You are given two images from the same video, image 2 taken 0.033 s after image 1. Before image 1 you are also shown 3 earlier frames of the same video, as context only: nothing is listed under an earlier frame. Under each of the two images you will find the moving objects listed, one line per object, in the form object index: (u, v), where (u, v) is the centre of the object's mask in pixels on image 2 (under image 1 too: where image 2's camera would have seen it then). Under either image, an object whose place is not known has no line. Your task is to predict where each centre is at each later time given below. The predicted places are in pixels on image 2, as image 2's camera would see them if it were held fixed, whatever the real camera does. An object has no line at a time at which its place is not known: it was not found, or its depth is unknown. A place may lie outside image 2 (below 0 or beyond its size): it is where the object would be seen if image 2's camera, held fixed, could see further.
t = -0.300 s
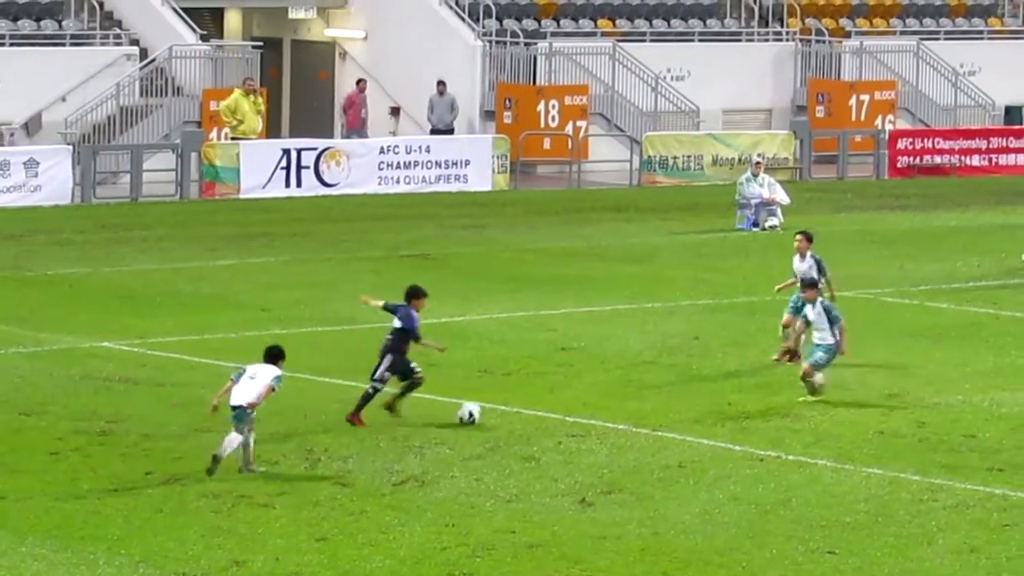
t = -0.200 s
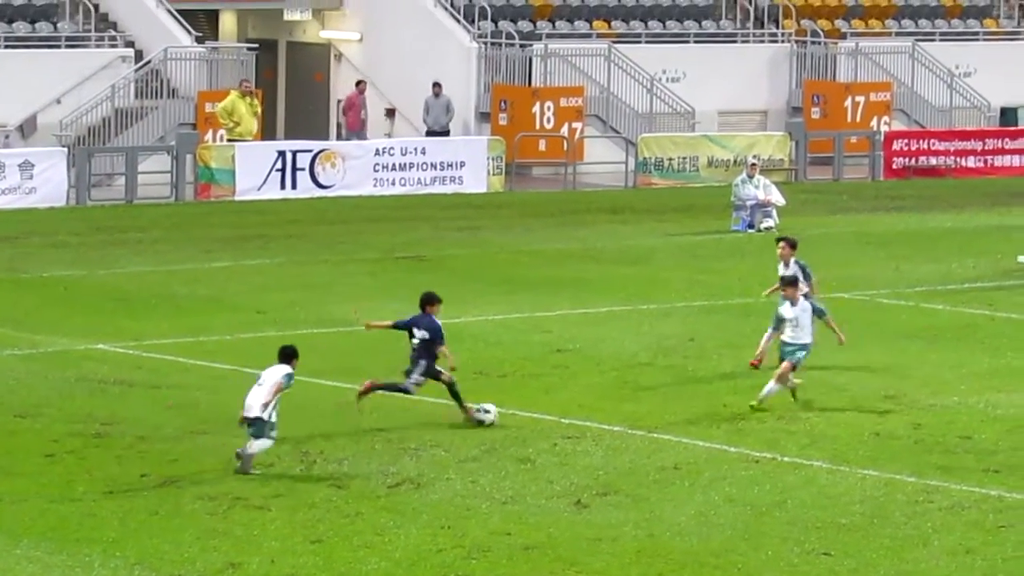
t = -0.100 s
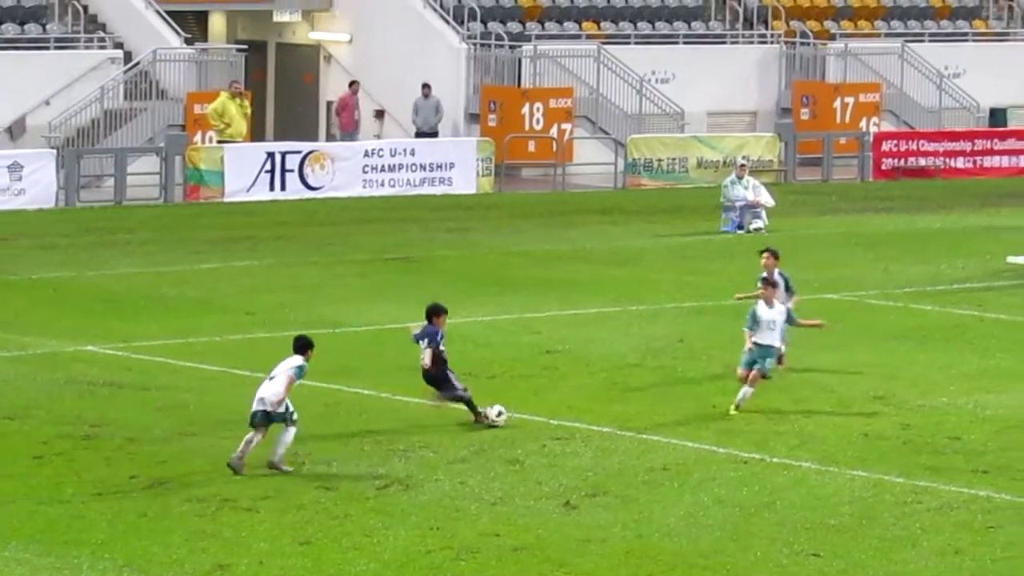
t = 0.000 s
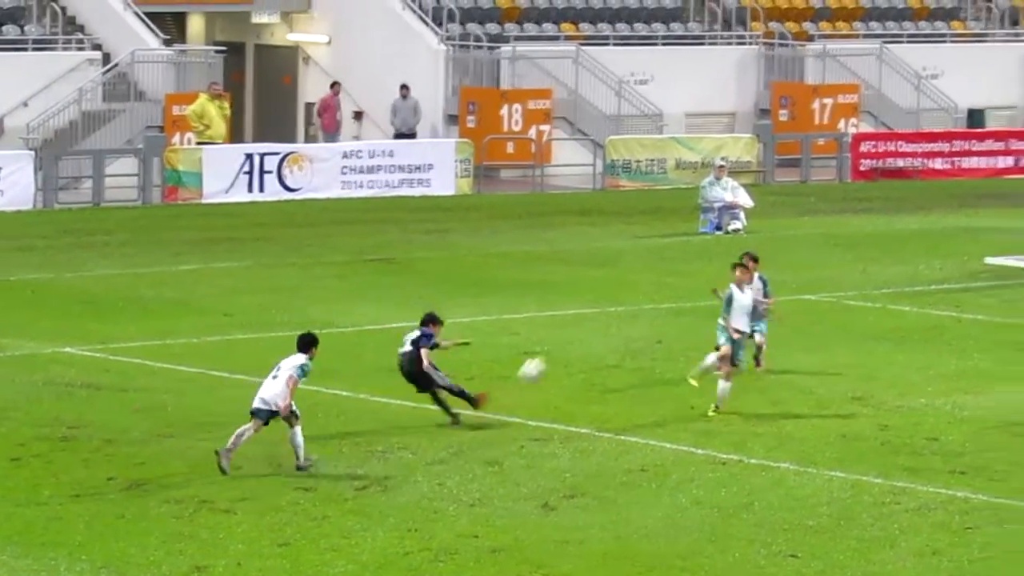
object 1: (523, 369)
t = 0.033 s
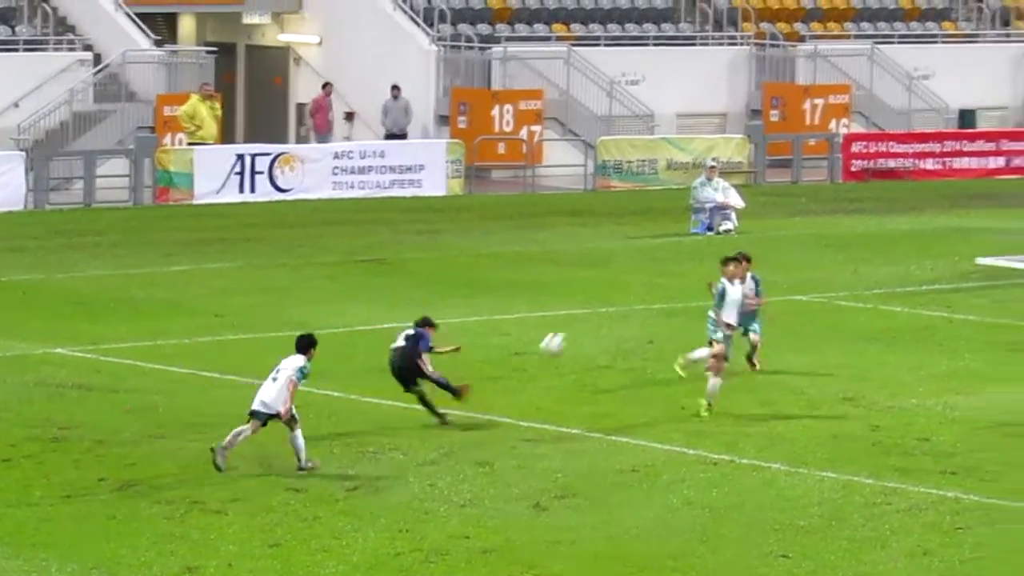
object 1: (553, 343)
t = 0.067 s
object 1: (582, 318)
